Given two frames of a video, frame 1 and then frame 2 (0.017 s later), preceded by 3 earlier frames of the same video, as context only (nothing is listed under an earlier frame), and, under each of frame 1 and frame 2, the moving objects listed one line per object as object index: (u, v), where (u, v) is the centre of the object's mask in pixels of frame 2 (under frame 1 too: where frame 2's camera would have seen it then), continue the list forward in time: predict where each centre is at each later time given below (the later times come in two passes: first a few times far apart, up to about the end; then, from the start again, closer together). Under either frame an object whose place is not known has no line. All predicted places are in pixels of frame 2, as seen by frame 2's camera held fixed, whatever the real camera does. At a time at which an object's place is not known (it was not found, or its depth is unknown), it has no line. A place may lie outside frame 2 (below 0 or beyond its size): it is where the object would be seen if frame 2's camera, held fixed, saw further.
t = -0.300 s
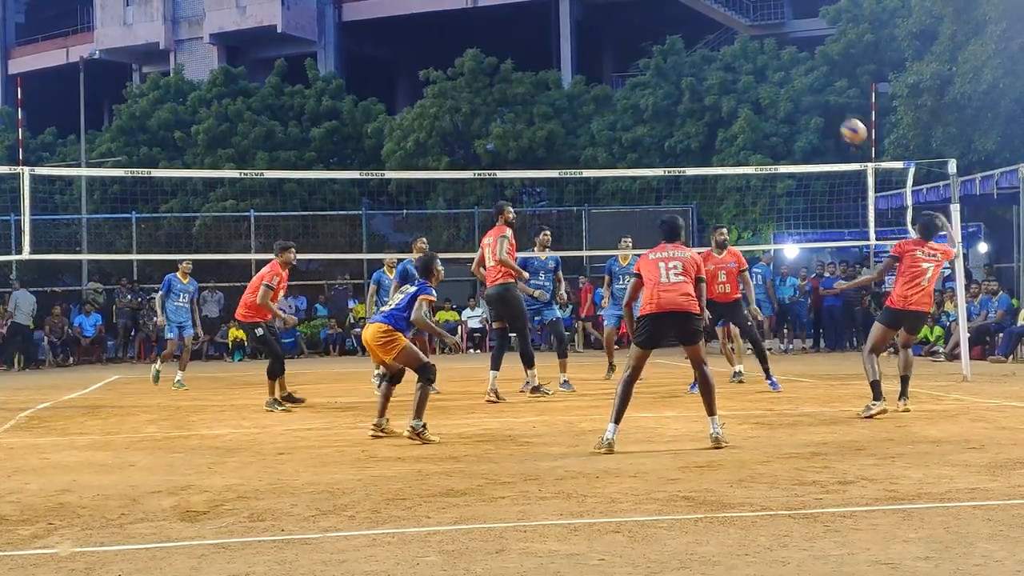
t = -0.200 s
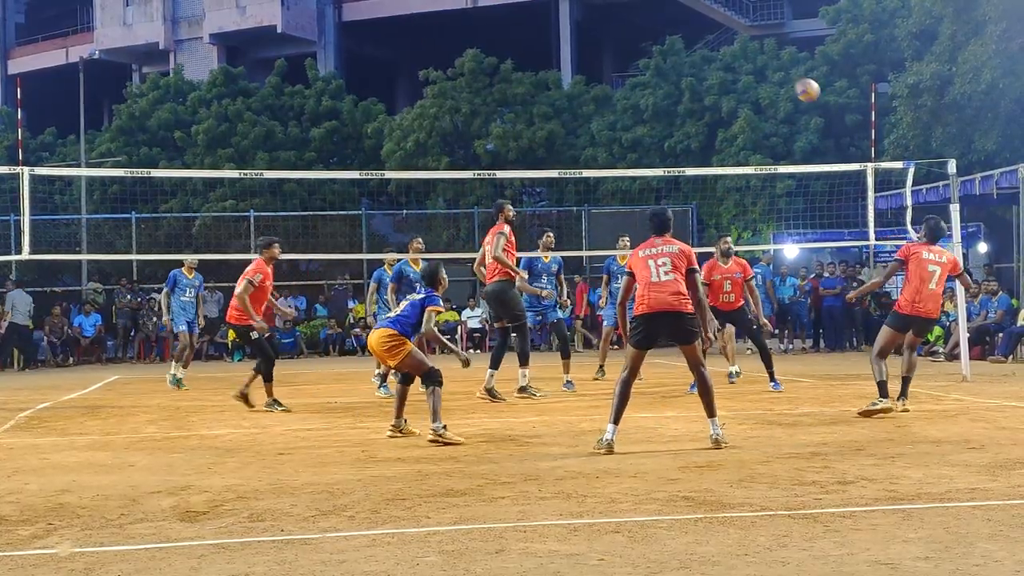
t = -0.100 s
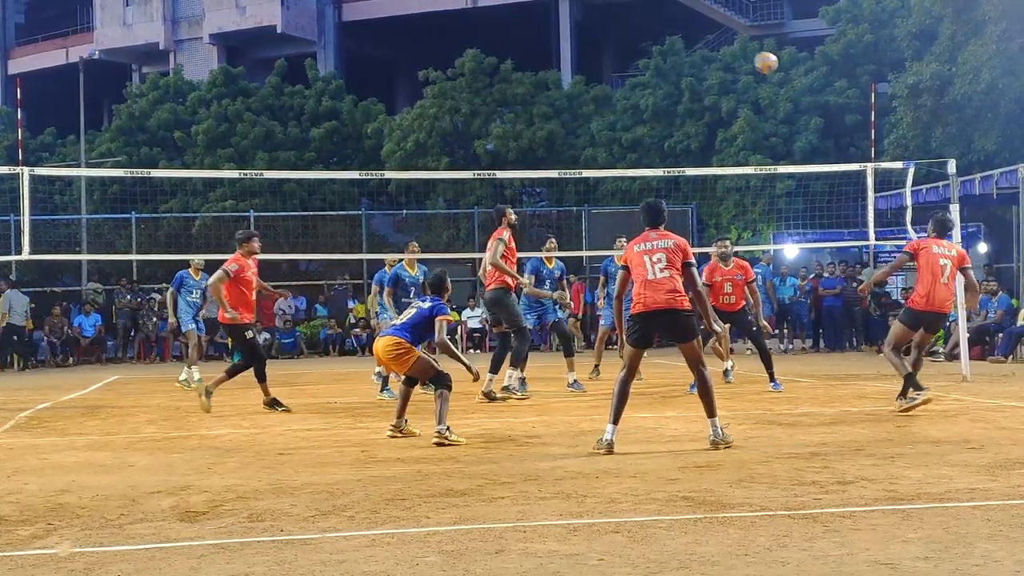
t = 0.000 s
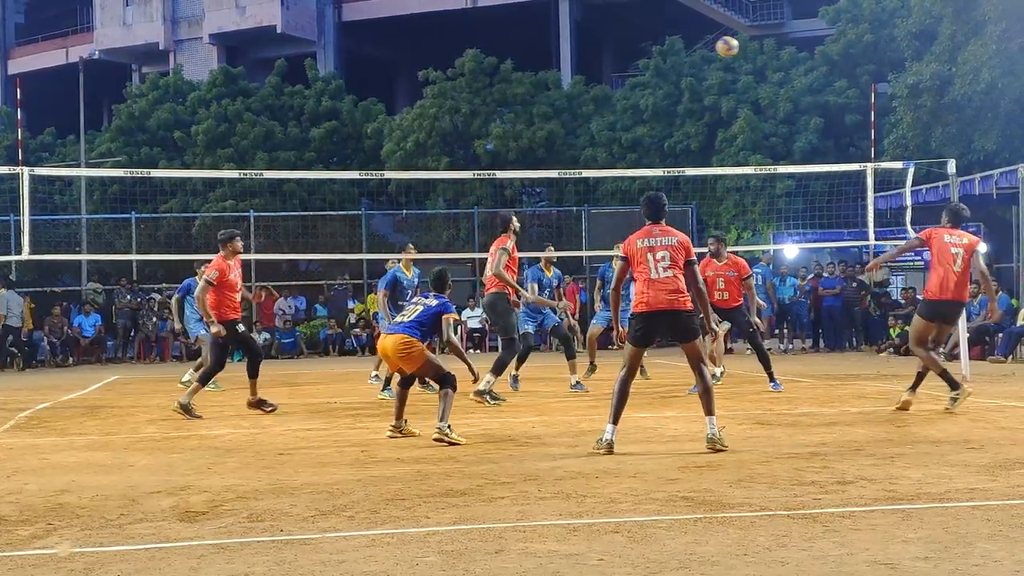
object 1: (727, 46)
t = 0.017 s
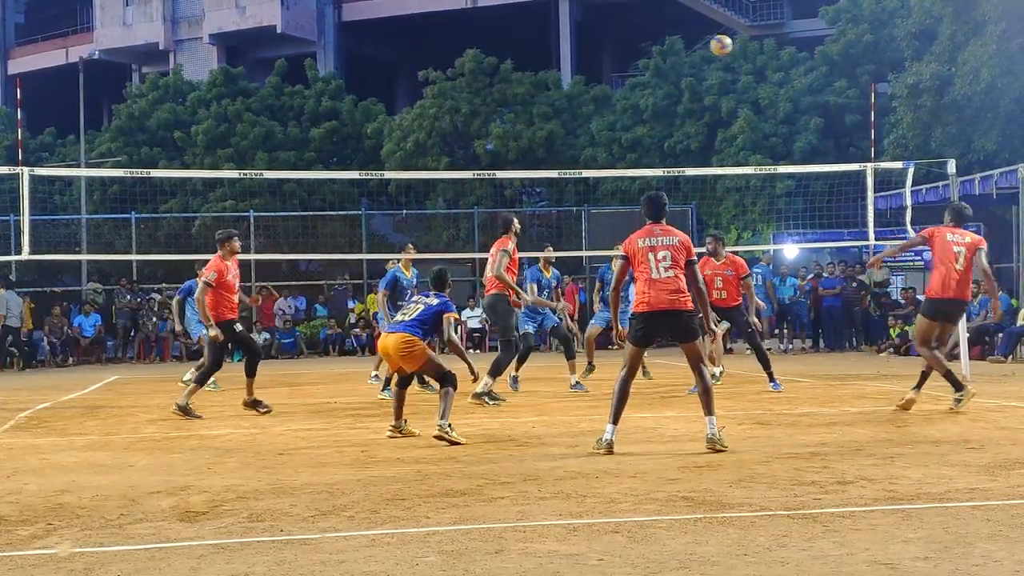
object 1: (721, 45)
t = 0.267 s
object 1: (642, 50)
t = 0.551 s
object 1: (569, 112)
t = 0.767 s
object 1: (524, 193)
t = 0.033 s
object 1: (715, 43)
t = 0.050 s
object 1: (709, 42)
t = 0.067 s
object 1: (703, 41)
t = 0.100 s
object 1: (693, 41)
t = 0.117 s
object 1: (687, 41)
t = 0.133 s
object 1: (682, 41)
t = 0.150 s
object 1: (676, 41)
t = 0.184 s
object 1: (666, 42)
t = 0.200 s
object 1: (661, 43)
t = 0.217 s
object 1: (656, 45)
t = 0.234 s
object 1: (652, 46)
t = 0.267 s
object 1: (642, 50)
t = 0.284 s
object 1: (637, 52)
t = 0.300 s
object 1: (633, 54)
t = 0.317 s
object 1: (628, 56)
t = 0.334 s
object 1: (624, 59)
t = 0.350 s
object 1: (619, 62)
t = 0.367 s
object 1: (615, 65)
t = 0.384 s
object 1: (610, 68)
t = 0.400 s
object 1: (606, 72)
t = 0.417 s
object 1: (602, 75)
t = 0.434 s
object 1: (598, 79)
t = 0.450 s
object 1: (593, 83)
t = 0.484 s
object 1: (585, 92)
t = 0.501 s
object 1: (581, 97)
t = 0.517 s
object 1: (577, 102)
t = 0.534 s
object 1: (573, 107)
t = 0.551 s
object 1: (569, 112)
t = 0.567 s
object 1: (566, 117)
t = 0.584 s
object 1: (562, 123)
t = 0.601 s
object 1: (558, 128)
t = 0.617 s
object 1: (555, 134)
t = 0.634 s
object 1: (551, 140)
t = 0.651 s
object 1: (547, 146)
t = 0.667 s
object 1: (544, 152)
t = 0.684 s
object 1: (541, 159)
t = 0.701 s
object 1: (538, 163)
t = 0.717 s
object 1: (534, 167)
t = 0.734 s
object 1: (530, 183)
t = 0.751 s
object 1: (527, 186)
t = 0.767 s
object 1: (524, 193)
